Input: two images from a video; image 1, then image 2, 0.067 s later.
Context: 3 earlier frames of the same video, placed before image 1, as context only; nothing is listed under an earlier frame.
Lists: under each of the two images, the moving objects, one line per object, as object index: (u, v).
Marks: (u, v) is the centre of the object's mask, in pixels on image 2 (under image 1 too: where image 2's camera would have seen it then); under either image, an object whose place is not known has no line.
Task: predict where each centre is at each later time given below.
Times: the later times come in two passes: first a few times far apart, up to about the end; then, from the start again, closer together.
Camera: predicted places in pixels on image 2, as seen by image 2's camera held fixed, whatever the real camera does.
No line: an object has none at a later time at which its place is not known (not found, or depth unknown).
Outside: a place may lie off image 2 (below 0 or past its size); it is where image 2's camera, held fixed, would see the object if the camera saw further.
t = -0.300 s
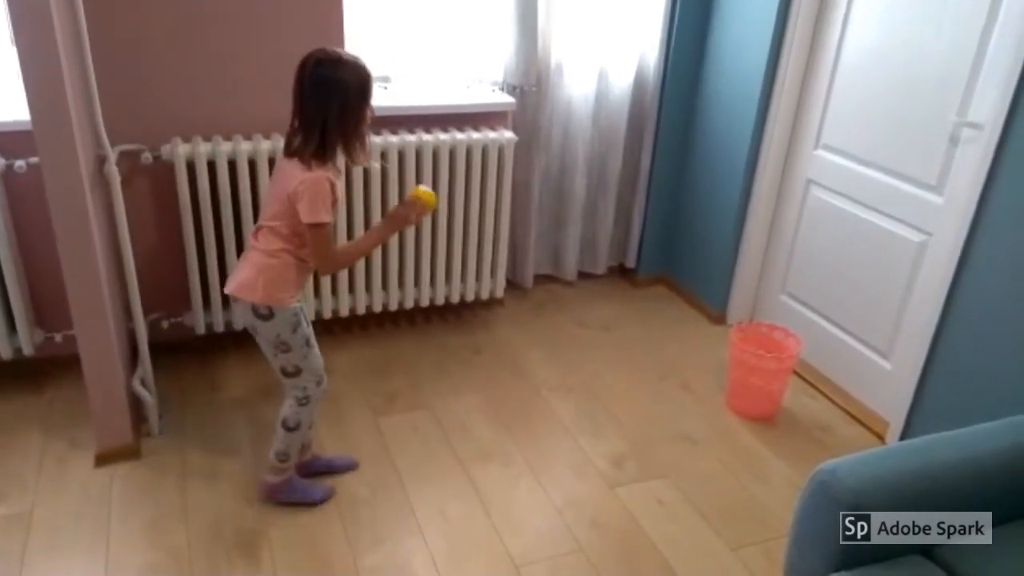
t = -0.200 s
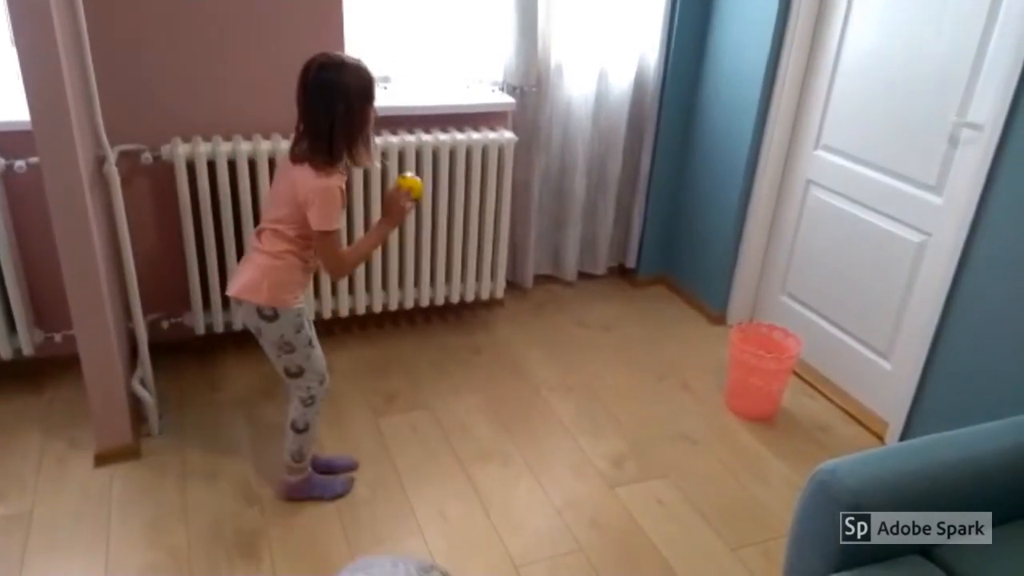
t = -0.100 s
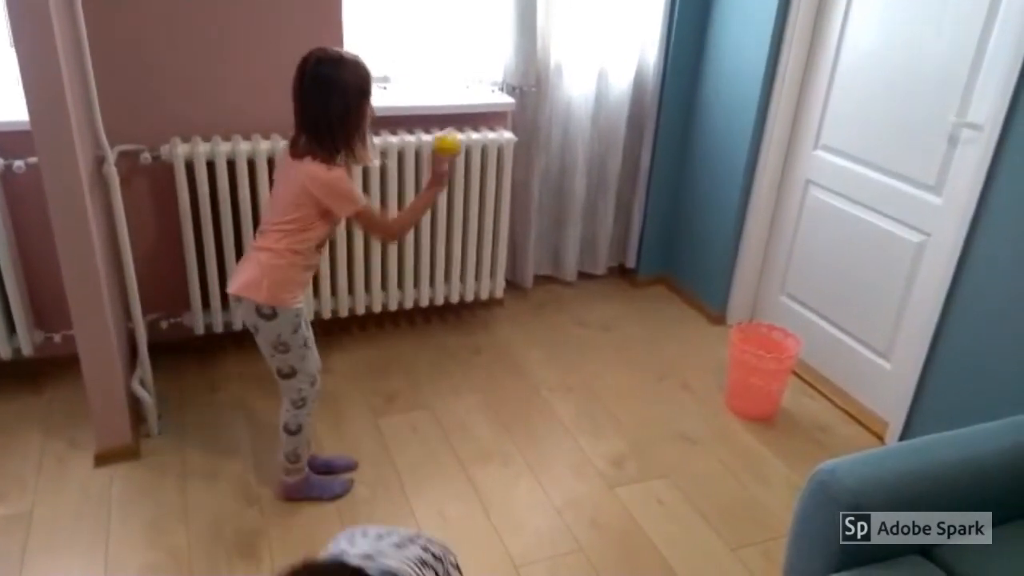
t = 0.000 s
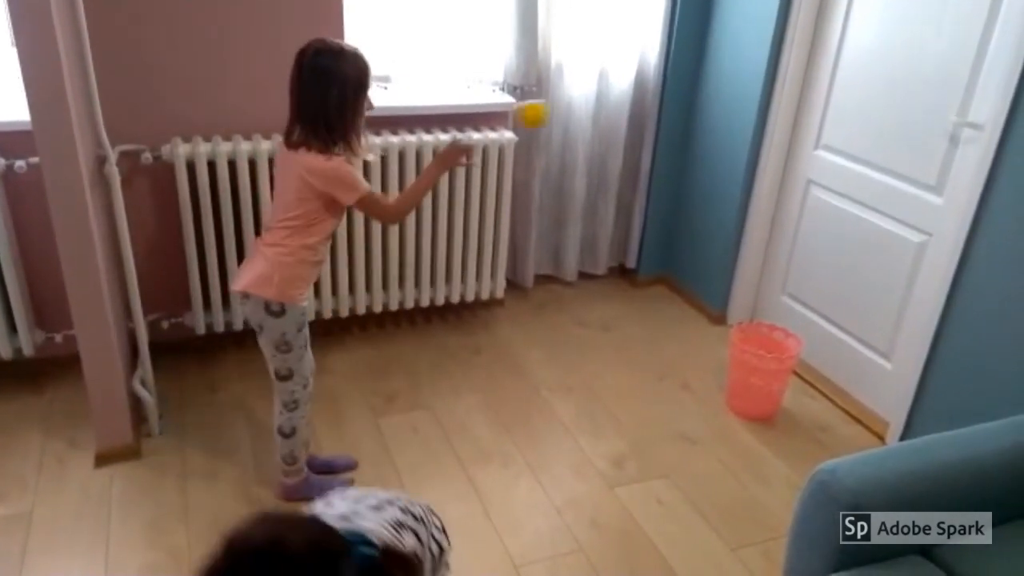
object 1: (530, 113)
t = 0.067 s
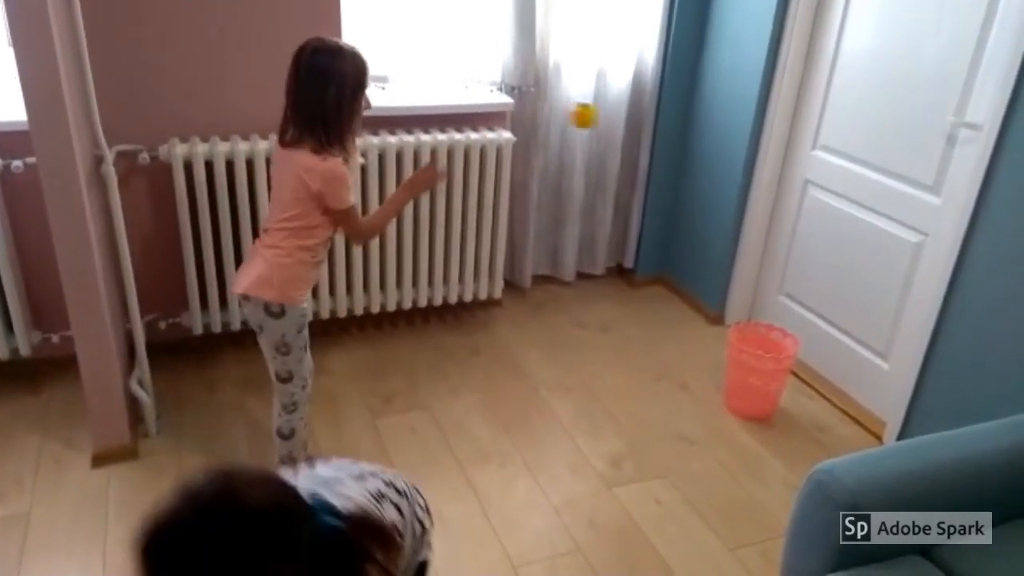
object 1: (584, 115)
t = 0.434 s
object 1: (769, 335)
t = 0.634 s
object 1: (745, 345)
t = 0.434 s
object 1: (769, 335)
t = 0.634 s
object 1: (745, 345)
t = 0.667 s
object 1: (747, 340)
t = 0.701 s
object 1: (751, 337)
